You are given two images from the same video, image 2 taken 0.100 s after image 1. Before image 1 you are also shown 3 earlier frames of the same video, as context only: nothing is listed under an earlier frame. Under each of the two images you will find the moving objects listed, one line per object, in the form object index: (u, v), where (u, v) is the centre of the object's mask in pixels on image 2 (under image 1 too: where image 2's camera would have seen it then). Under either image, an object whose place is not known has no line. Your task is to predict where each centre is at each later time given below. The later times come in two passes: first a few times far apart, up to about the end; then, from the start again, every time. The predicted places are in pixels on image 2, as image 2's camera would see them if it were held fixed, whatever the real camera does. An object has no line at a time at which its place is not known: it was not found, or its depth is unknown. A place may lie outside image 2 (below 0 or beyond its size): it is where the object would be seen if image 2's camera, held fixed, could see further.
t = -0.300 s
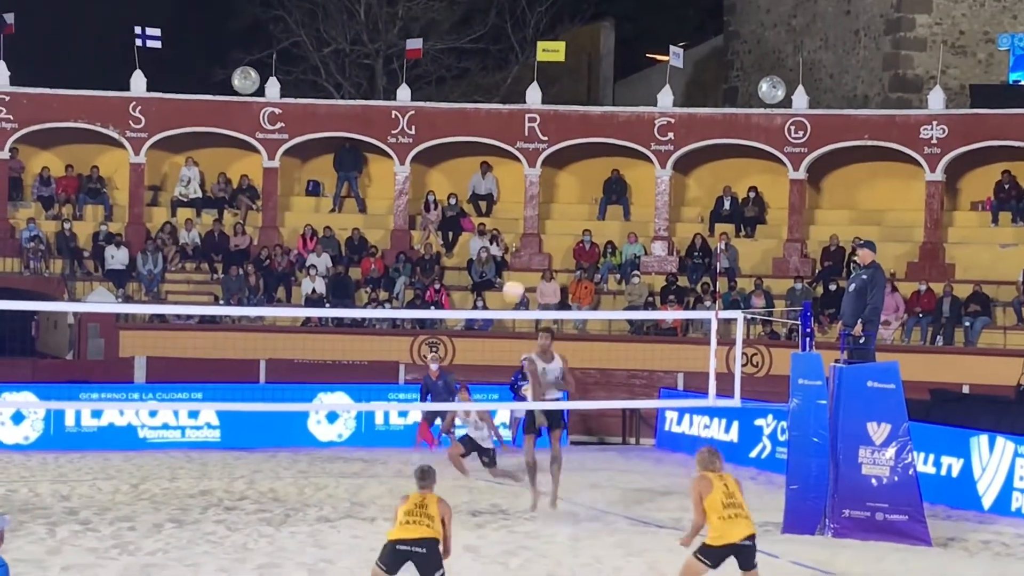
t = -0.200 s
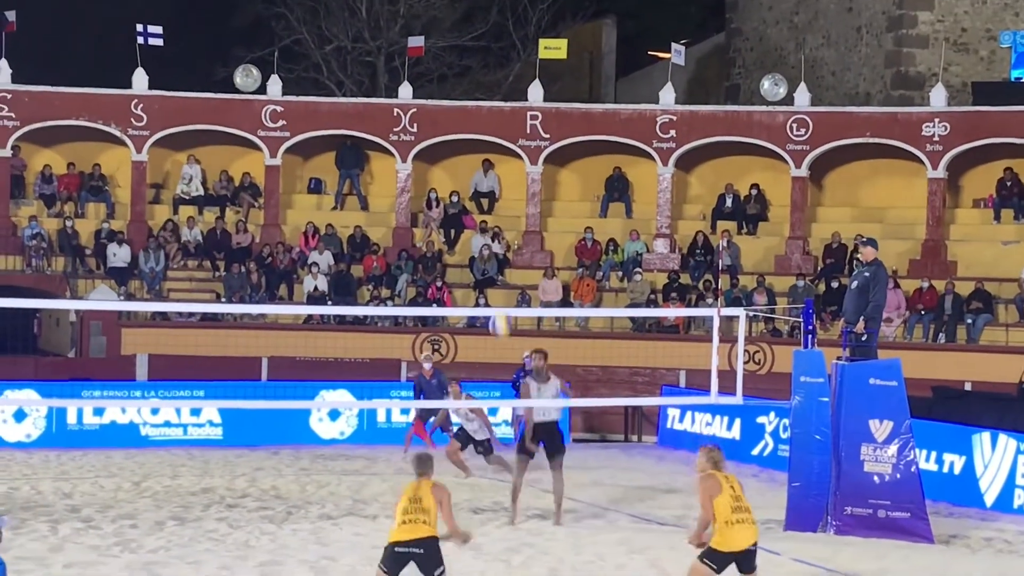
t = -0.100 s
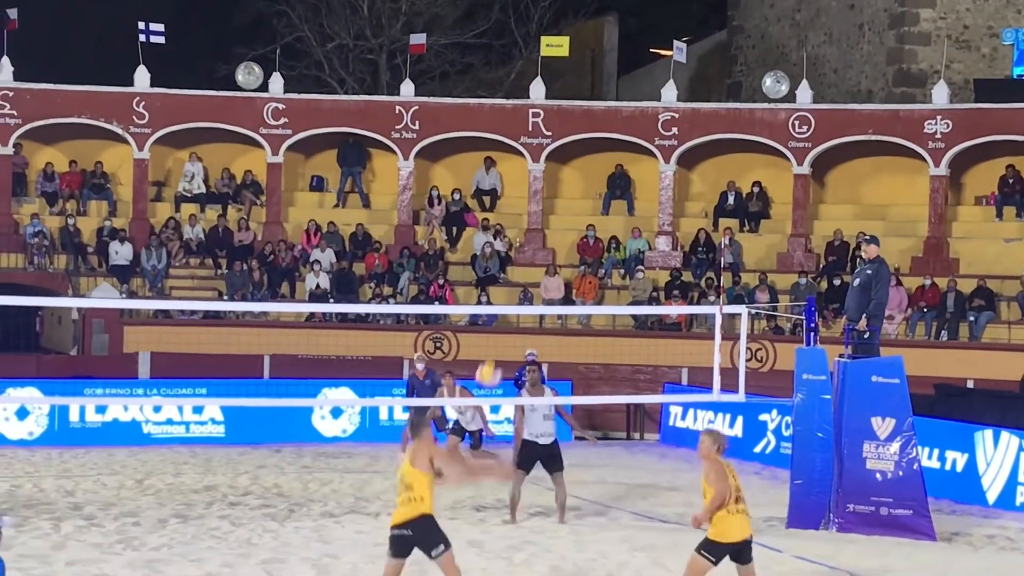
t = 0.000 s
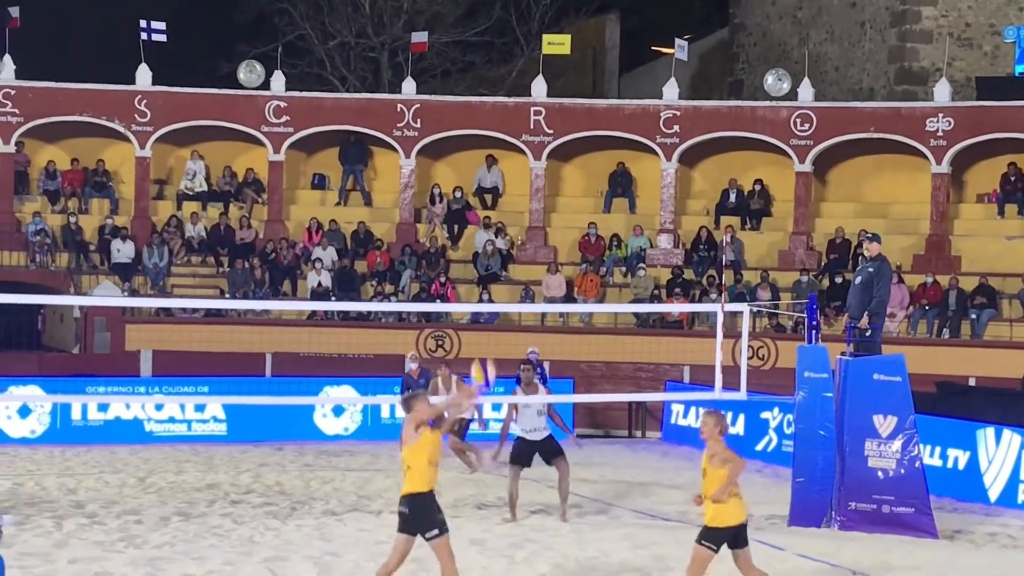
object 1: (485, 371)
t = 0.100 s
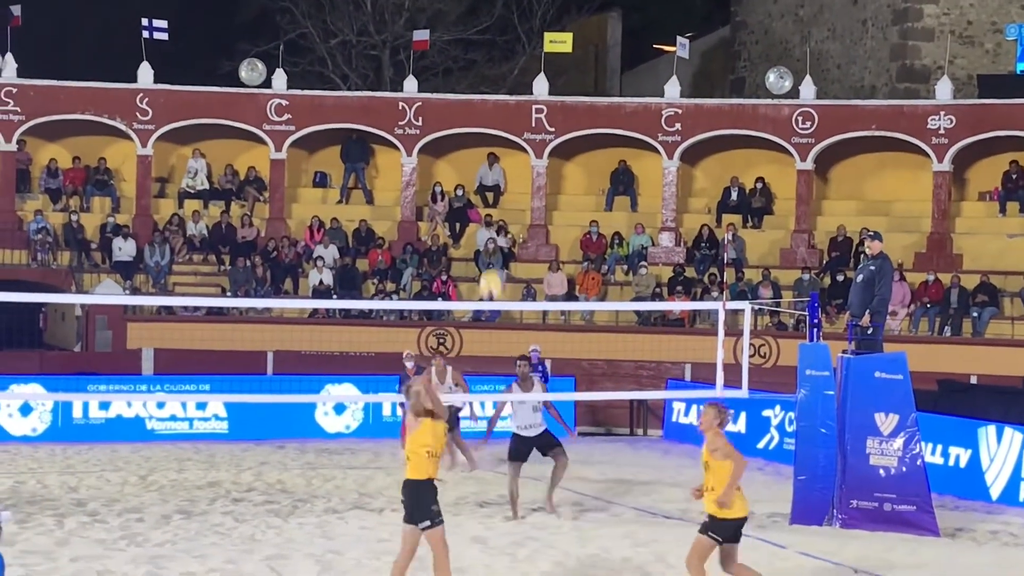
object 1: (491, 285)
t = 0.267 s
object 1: (504, 172)
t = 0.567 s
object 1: (522, 66)
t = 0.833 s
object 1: (536, 64)
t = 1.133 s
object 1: (549, 152)
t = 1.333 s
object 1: (556, 257)
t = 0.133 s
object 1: (495, 259)
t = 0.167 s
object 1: (498, 235)
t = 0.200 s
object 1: (500, 212)
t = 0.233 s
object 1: (502, 190)
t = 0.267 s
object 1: (504, 172)
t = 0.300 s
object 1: (506, 153)
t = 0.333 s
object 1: (509, 137)
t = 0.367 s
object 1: (511, 122)
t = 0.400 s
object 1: (513, 110)
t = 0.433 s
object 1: (514, 98)
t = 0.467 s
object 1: (517, 87)
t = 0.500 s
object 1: (519, 79)
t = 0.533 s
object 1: (520, 71)
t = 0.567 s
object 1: (522, 66)
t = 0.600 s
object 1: (524, 61)
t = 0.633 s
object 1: (526, 57)
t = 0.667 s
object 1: (528, 55)
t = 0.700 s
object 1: (529, 55)
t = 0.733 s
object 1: (531, 55)
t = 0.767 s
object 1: (533, 57)
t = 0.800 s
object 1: (534, 60)
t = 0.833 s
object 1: (536, 64)
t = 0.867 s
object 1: (538, 69)
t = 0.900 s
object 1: (539, 75)
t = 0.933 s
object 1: (541, 84)
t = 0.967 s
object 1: (542, 92)
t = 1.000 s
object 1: (543, 102)
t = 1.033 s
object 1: (546, 113)
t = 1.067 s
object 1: (546, 125)
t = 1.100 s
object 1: (548, 139)
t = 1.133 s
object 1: (549, 152)
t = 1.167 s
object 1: (551, 168)
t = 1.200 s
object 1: (553, 182)
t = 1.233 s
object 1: (553, 201)
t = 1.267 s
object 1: (554, 220)
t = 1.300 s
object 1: (556, 238)
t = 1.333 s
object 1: (556, 257)
